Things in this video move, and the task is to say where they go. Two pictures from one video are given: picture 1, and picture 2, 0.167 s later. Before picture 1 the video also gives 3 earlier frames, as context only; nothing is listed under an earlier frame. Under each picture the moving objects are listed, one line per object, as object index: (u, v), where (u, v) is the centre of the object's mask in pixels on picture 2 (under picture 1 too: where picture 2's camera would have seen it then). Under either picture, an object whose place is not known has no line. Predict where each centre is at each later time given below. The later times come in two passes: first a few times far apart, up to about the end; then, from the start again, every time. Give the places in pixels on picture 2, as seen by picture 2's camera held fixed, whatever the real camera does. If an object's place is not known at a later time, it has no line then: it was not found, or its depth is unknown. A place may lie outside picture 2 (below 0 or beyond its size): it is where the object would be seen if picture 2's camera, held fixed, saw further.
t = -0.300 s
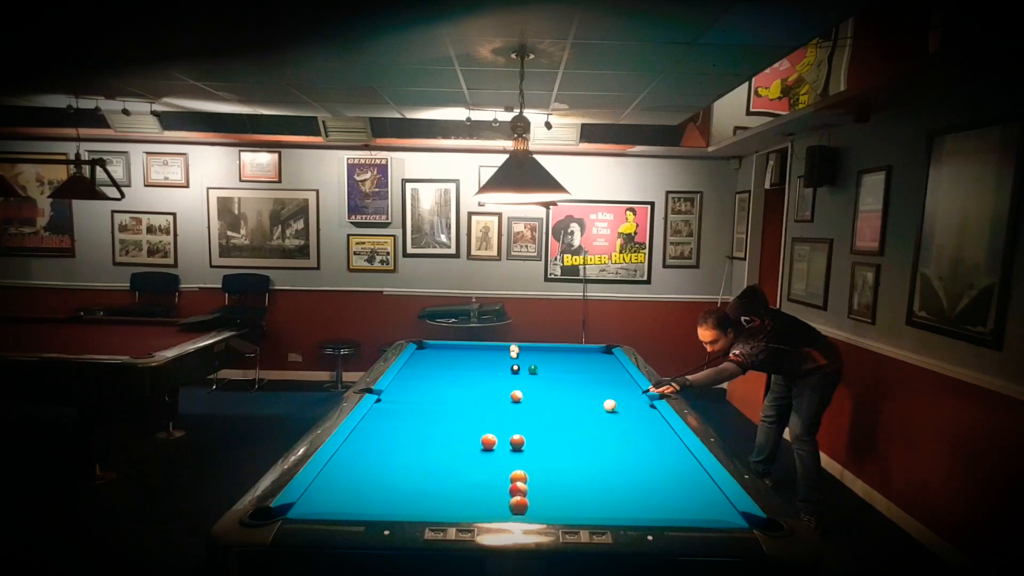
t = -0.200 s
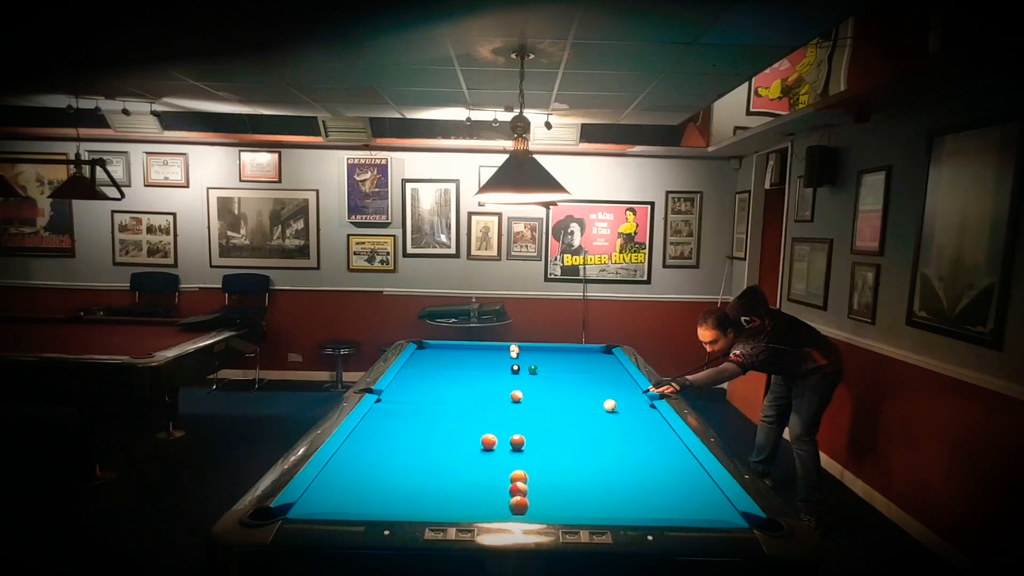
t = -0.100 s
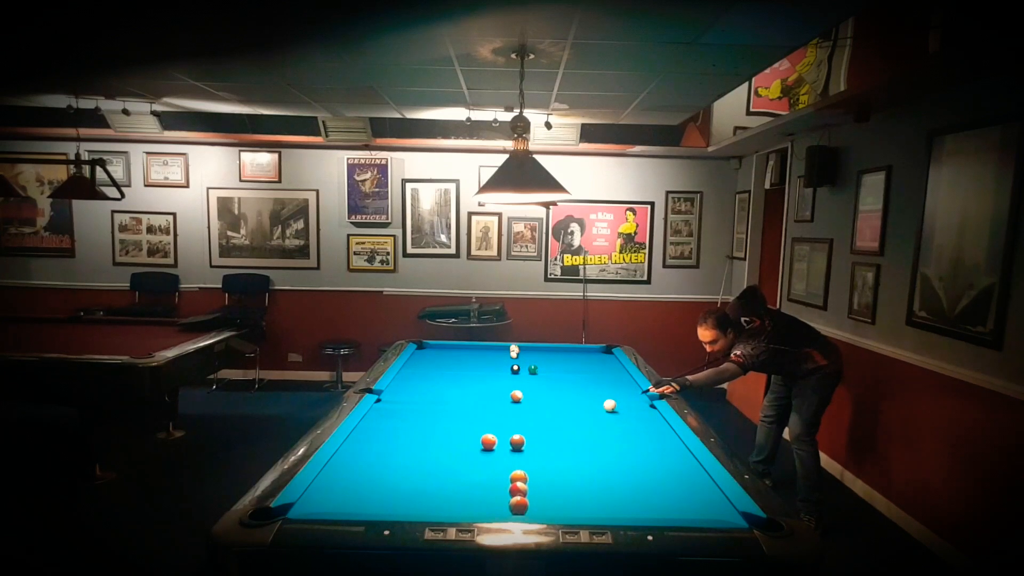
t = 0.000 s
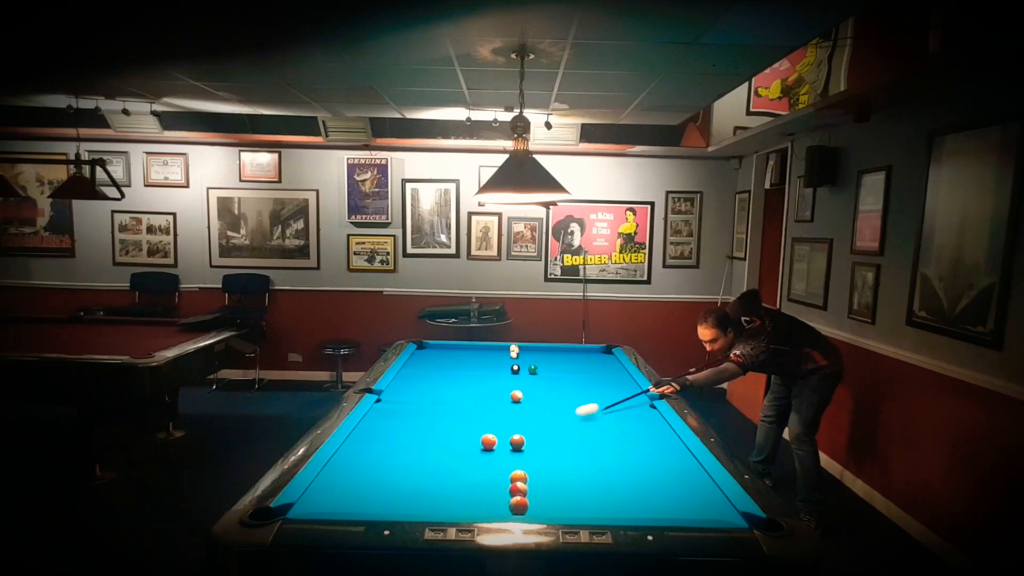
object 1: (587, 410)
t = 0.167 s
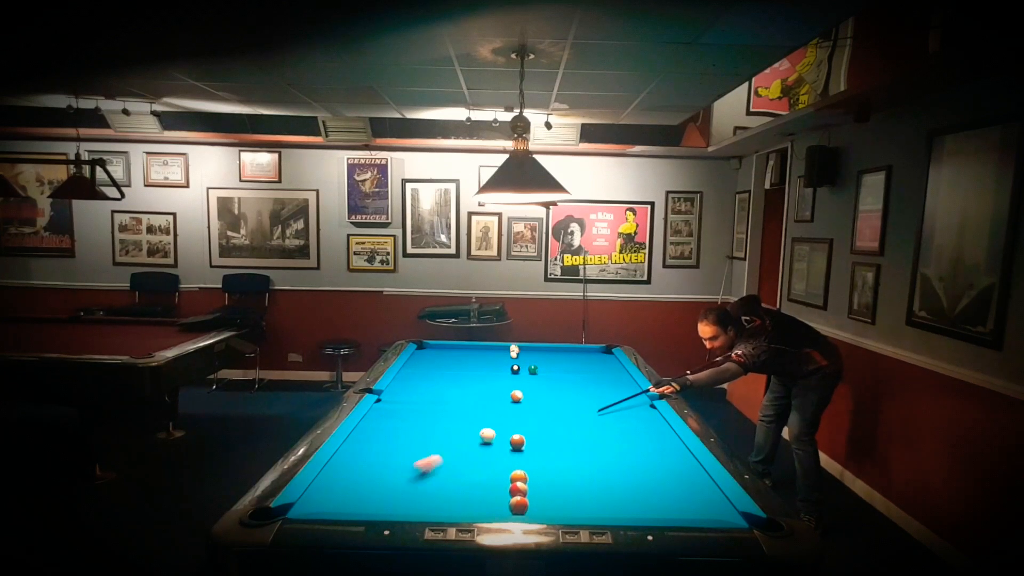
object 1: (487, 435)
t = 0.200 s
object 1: (483, 434)
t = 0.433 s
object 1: (455, 429)
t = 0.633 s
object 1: (434, 424)
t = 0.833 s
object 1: (414, 420)
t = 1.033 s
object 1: (396, 416)
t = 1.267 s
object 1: (376, 412)
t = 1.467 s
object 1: (387, 408)
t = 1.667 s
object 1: (398, 405)
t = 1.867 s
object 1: (408, 401)
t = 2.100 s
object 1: (419, 398)
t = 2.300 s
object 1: (427, 395)
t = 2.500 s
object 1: (435, 393)
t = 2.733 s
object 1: (443, 391)
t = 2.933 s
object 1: (450, 389)
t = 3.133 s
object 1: (455, 387)
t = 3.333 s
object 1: (461, 385)
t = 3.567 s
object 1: (466, 384)
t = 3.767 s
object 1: (471, 383)
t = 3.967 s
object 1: (475, 382)
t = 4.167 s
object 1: (478, 381)
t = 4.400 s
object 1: (482, 380)
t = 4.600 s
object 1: (484, 379)
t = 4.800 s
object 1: (486, 378)
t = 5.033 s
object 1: (488, 378)
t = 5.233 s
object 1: (489, 377)
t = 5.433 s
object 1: (490, 377)
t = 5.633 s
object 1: (491, 377)
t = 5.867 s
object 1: (492, 377)
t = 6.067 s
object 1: (492, 377)
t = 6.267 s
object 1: (492, 377)
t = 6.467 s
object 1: (492, 377)
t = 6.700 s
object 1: (492, 377)
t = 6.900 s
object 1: (492, 377)
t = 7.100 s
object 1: (492, 377)
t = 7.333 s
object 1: (492, 377)
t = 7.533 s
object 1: (492, 377)
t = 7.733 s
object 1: (492, 377)
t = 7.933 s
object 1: (492, 377)
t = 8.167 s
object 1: (492, 377)
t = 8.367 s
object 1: (492, 377)
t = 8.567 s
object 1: (492, 377)
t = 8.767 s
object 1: (492, 377)
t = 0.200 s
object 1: (483, 434)
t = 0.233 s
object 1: (478, 433)
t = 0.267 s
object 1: (474, 433)
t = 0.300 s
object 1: (470, 432)
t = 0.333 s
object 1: (466, 431)
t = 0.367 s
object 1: (463, 430)
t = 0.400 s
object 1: (459, 430)
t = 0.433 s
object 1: (455, 429)
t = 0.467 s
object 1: (452, 428)
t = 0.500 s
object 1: (448, 427)
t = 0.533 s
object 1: (445, 426)
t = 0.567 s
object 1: (441, 426)
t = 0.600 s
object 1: (438, 425)
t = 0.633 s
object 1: (434, 424)
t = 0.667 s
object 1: (431, 423)
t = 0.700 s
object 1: (427, 423)
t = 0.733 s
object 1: (424, 422)
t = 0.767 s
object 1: (421, 421)
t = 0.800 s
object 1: (418, 421)
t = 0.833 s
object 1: (414, 420)
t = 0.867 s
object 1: (411, 419)
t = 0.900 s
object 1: (408, 419)
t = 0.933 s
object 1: (405, 418)
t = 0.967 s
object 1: (402, 418)
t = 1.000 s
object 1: (399, 417)
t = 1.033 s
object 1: (396, 416)
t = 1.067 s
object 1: (393, 416)
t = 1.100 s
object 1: (390, 415)
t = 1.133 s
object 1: (387, 414)
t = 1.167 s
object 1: (384, 414)
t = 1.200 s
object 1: (381, 413)
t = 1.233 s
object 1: (378, 413)
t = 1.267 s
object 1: (376, 412)
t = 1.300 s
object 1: (376, 411)
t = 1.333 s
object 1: (379, 411)
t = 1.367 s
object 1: (381, 410)
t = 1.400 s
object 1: (383, 409)
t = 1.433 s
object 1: (385, 409)
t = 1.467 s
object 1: (387, 408)
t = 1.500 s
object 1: (389, 408)
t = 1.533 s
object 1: (390, 407)
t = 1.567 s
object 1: (392, 406)
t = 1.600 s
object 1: (394, 406)
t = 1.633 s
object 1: (396, 405)
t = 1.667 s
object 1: (398, 405)
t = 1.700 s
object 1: (399, 404)
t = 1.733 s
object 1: (401, 404)
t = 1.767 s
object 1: (403, 403)
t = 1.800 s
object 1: (405, 402)
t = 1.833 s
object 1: (406, 402)
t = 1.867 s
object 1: (408, 401)
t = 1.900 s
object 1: (410, 401)
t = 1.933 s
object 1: (411, 400)
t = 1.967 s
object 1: (413, 400)
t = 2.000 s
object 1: (414, 399)
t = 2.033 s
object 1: (416, 399)
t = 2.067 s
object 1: (417, 398)
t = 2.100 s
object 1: (419, 398)
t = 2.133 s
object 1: (420, 398)
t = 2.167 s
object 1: (421, 397)
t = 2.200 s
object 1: (423, 397)
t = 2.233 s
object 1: (424, 396)
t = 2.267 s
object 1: (426, 396)
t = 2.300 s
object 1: (427, 395)
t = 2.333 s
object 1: (428, 395)
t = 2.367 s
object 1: (429, 395)
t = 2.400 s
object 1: (431, 394)
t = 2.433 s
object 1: (432, 394)
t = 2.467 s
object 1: (433, 394)
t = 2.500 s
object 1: (435, 393)
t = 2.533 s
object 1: (436, 393)
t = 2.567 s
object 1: (437, 392)
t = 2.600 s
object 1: (438, 392)
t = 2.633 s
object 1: (439, 392)
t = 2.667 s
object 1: (441, 391)
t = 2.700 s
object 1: (442, 391)
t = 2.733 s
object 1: (443, 391)
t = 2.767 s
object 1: (444, 390)
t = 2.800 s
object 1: (445, 390)
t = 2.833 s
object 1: (446, 390)
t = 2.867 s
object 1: (447, 389)
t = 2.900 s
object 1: (448, 389)
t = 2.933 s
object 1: (450, 389)
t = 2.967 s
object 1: (451, 388)
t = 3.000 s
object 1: (452, 388)
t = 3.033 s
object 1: (453, 388)
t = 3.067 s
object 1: (454, 388)
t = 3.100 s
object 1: (454, 387)
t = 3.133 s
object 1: (455, 387)
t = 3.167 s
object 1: (456, 387)
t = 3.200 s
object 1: (457, 386)
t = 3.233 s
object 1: (458, 386)
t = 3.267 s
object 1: (459, 386)
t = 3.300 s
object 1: (460, 386)
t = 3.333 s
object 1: (461, 385)
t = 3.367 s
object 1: (462, 385)
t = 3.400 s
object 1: (462, 385)
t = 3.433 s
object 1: (463, 385)
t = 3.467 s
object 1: (464, 384)
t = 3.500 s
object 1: (465, 384)
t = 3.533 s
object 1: (466, 384)
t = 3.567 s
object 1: (466, 384)
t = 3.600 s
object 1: (467, 384)
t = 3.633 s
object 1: (468, 383)
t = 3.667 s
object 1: (469, 383)
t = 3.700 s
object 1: (469, 383)
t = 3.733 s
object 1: (470, 383)
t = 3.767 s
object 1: (471, 383)
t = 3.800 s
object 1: (471, 382)
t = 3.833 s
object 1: (472, 382)
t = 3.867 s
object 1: (473, 382)
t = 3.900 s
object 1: (473, 382)
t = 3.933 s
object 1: (474, 382)
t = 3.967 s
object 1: (475, 382)
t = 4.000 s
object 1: (475, 381)
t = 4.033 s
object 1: (476, 381)
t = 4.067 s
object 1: (476, 381)
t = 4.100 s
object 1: (477, 381)
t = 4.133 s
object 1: (477, 381)
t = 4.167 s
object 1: (478, 381)
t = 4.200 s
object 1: (479, 380)
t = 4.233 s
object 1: (479, 380)
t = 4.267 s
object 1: (480, 380)
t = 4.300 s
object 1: (480, 380)
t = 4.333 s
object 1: (481, 380)
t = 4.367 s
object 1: (481, 380)
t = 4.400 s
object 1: (482, 380)
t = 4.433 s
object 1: (482, 379)
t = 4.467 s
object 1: (482, 379)
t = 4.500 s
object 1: (483, 379)
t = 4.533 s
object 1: (483, 379)
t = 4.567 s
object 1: (484, 379)
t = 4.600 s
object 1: (484, 379)
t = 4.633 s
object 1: (484, 379)
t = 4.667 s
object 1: (485, 379)
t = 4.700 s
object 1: (485, 379)
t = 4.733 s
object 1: (486, 379)
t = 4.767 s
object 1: (486, 378)
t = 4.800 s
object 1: (486, 378)
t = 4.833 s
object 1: (486, 378)
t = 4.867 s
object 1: (487, 378)
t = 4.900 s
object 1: (487, 378)
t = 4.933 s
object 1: (488, 378)
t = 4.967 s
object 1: (488, 378)
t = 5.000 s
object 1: (488, 378)
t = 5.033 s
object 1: (488, 378)
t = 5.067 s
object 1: (489, 378)
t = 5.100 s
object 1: (489, 378)
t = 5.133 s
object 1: (489, 377)
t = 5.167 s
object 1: (489, 377)
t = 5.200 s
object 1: (489, 377)
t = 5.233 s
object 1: (489, 377)
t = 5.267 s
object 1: (490, 377)
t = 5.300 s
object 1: (490, 377)
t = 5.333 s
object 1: (490, 377)
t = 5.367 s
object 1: (490, 377)
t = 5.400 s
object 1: (490, 377)
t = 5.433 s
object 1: (490, 377)
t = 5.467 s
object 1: (491, 377)
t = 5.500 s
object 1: (491, 377)
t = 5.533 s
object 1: (491, 377)
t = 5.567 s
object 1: (491, 377)
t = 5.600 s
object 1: (491, 377)
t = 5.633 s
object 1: (491, 377)
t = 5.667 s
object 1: (491, 377)
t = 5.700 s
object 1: (491, 377)
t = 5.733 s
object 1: (491, 377)
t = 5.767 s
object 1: (492, 377)
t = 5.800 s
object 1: (492, 377)
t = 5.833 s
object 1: (492, 377)
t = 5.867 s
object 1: (492, 377)
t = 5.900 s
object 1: (492, 377)
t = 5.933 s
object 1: (492, 377)
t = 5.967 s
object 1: (492, 377)
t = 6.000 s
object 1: (492, 377)
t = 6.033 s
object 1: (492, 377)
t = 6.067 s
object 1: (492, 377)
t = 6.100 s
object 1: (492, 377)
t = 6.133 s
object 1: (492, 377)
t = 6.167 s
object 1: (492, 377)
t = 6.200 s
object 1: (492, 377)
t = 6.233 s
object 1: (492, 377)
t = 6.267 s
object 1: (492, 377)
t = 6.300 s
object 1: (492, 377)
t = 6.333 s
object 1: (492, 377)
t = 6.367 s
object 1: (492, 377)
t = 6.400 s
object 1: (492, 377)
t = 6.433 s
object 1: (492, 377)
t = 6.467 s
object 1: (492, 377)
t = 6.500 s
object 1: (492, 377)
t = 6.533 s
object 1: (492, 377)
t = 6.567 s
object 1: (492, 377)
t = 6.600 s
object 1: (492, 377)
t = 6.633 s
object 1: (492, 377)
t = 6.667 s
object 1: (492, 377)
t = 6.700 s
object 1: (492, 377)
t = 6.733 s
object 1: (492, 377)
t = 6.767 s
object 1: (492, 377)
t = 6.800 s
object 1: (492, 377)
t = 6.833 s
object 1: (492, 377)
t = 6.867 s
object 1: (492, 377)
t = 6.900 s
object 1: (492, 377)
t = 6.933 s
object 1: (492, 377)
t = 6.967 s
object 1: (492, 377)
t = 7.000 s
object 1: (492, 377)
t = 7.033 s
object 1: (492, 377)
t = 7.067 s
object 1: (492, 377)
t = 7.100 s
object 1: (492, 377)
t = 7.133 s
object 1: (492, 377)
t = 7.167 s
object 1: (492, 377)
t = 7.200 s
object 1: (492, 377)
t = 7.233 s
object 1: (492, 377)
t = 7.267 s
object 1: (492, 377)
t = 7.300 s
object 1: (492, 377)
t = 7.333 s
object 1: (492, 377)
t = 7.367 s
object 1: (492, 377)
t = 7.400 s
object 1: (492, 377)
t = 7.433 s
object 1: (492, 377)
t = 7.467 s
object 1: (492, 377)
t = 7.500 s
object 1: (492, 377)
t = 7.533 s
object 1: (492, 377)
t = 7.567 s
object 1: (492, 377)
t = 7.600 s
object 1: (492, 377)
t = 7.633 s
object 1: (492, 377)
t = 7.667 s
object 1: (492, 377)
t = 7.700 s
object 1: (492, 377)
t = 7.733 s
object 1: (492, 377)
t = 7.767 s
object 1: (492, 377)
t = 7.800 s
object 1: (492, 377)
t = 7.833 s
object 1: (492, 377)
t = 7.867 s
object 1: (492, 377)
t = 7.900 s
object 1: (492, 377)
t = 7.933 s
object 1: (492, 377)
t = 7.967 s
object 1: (492, 377)
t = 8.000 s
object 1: (492, 377)
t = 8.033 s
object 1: (492, 377)
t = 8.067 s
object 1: (492, 377)
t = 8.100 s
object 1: (492, 377)
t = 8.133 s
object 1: (492, 377)
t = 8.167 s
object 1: (492, 377)
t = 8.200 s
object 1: (492, 377)
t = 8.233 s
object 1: (492, 377)
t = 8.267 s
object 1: (492, 377)
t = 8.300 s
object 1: (492, 377)
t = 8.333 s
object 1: (492, 377)
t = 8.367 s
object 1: (492, 377)
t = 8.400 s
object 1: (492, 377)
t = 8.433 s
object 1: (492, 377)
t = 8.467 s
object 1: (492, 377)
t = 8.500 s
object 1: (492, 377)
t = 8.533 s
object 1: (492, 377)
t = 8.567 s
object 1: (492, 377)
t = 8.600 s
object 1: (492, 377)
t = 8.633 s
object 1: (492, 377)
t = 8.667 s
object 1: (492, 377)
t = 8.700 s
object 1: (492, 377)
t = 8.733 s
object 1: (492, 377)
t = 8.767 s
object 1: (492, 377)
